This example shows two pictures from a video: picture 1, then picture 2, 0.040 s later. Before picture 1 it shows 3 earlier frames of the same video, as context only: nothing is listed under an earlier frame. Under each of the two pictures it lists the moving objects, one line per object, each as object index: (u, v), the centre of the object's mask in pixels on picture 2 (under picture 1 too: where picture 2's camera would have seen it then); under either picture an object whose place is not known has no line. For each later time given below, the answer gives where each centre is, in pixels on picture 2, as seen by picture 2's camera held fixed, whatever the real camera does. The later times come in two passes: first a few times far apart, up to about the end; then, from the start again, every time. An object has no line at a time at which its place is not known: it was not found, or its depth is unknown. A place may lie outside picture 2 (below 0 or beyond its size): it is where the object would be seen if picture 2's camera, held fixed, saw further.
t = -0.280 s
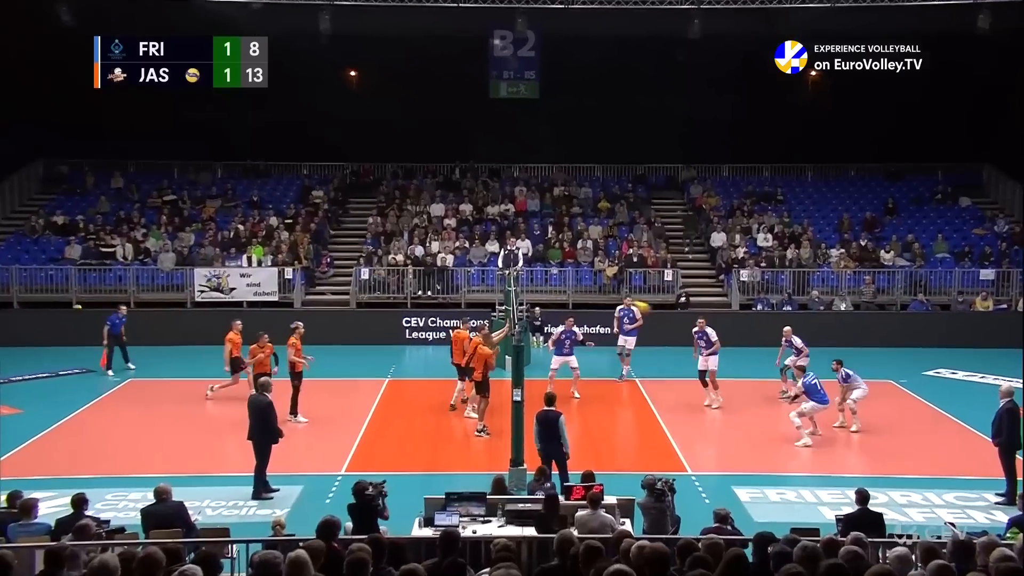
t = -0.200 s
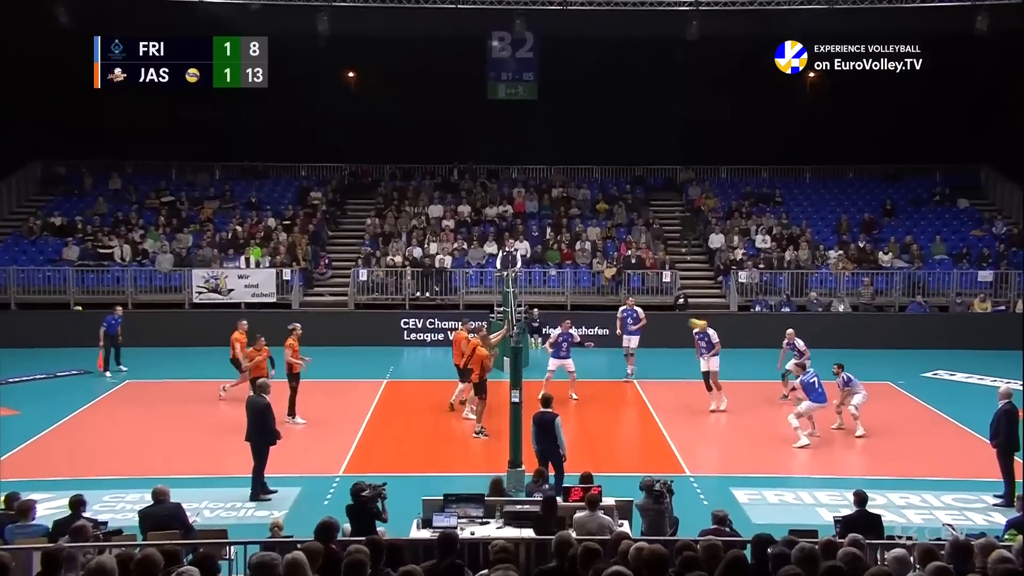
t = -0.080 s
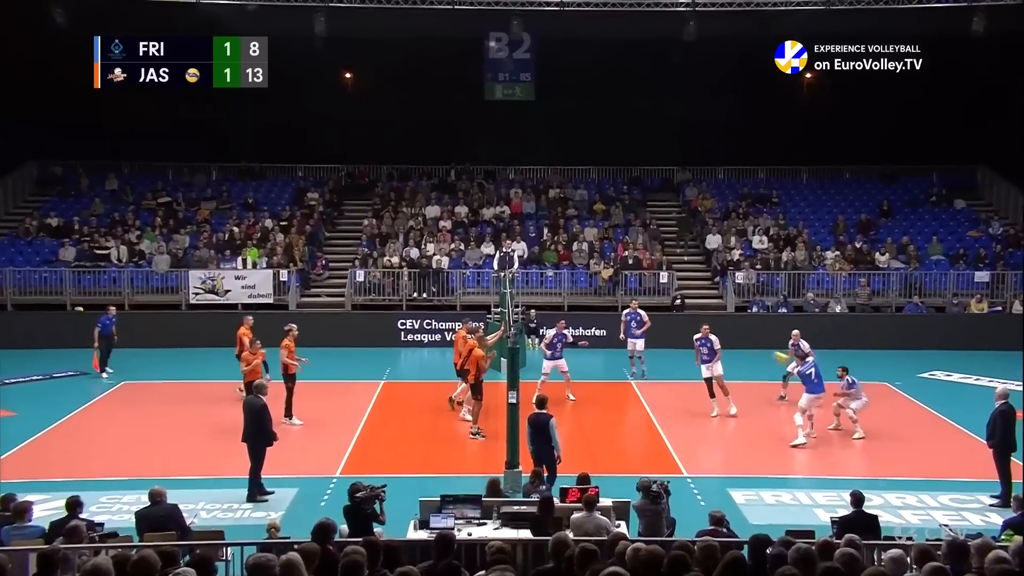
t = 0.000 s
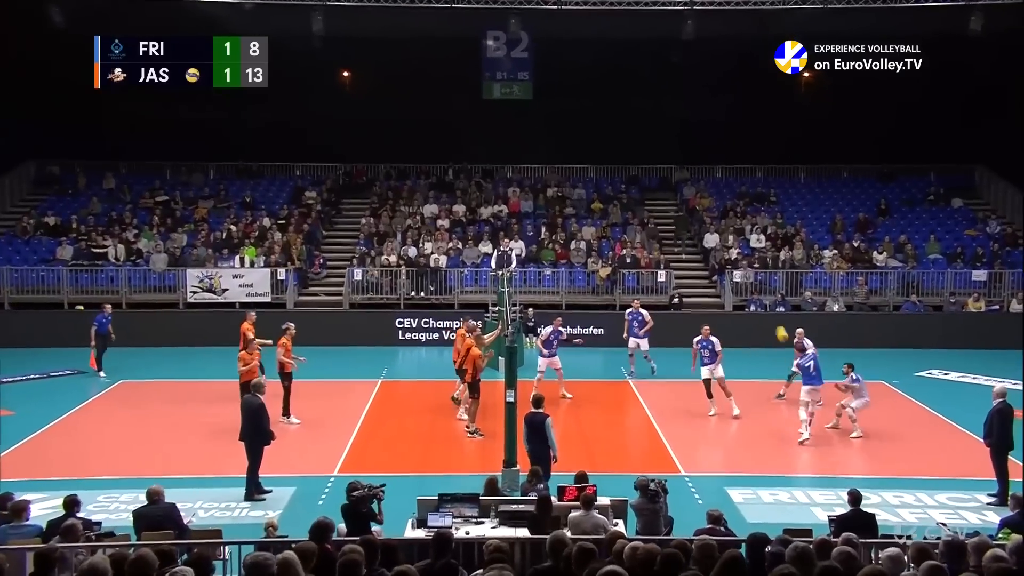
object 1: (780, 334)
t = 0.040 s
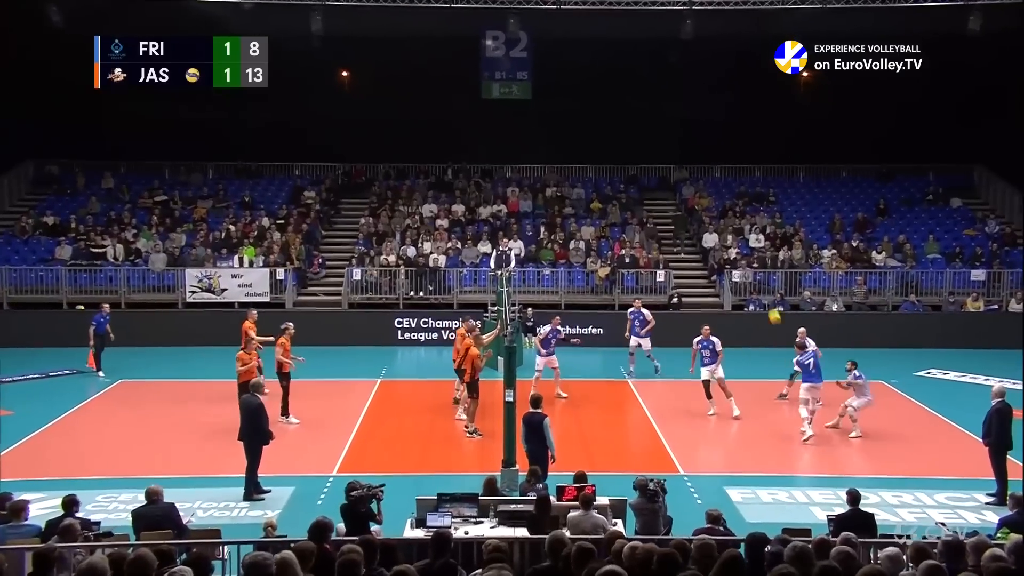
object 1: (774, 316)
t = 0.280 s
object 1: (738, 234)
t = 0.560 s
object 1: (701, 179)
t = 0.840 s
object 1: (666, 162)
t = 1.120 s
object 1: (633, 180)
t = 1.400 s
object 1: (602, 231)
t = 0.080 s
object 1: (768, 300)
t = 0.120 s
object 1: (762, 285)
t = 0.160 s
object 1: (756, 271)
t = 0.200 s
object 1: (750, 258)
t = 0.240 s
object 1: (744, 245)
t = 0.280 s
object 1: (738, 234)
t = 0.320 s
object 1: (732, 224)
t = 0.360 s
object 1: (727, 214)
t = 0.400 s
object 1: (722, 206)
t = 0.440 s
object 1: (717, 197)
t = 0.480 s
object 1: (711, 191)
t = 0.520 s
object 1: (706, 184)
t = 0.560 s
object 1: (701, 179)
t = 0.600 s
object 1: (696, 174)
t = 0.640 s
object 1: (691, 170)
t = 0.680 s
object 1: (686, 167)
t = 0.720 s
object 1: (681, 165)
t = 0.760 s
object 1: (676, 163)
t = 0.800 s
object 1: (671, 163)
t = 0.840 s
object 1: (666, 162)
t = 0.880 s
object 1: (661, 163)
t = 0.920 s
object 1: (657, 164)
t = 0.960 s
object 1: (652, 166)
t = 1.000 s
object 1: (647, 169)
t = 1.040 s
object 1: (642, 172)
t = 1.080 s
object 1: (638, 176)
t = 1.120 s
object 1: (633, 180)
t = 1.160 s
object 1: (629, 186)
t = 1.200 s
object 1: (624, 192)
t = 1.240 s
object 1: (620, 199)
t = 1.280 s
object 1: (615, 206)
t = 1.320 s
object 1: (610, 214)
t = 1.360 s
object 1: (607, 222)
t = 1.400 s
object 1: (602, 231)
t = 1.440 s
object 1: (597, 241)
